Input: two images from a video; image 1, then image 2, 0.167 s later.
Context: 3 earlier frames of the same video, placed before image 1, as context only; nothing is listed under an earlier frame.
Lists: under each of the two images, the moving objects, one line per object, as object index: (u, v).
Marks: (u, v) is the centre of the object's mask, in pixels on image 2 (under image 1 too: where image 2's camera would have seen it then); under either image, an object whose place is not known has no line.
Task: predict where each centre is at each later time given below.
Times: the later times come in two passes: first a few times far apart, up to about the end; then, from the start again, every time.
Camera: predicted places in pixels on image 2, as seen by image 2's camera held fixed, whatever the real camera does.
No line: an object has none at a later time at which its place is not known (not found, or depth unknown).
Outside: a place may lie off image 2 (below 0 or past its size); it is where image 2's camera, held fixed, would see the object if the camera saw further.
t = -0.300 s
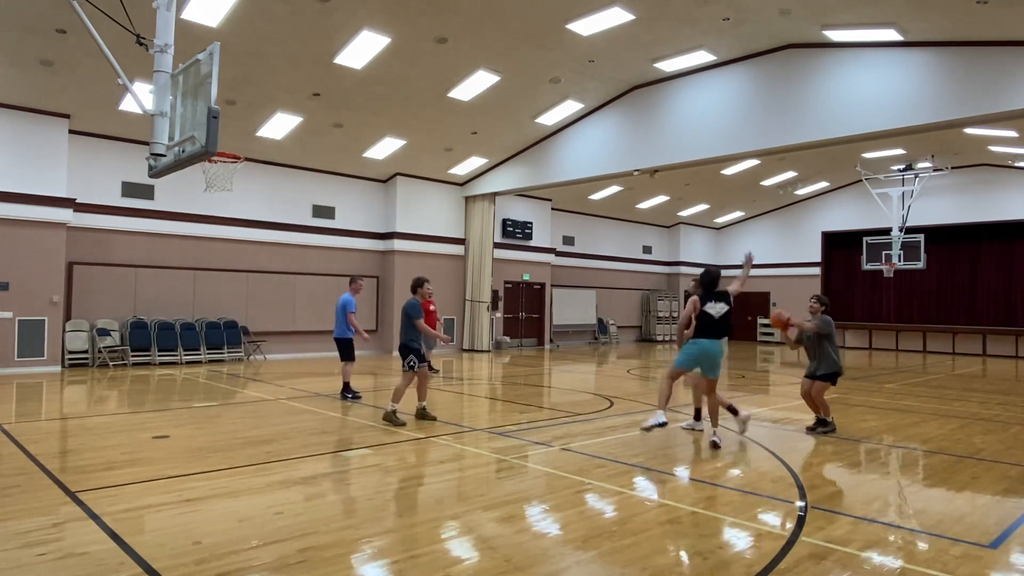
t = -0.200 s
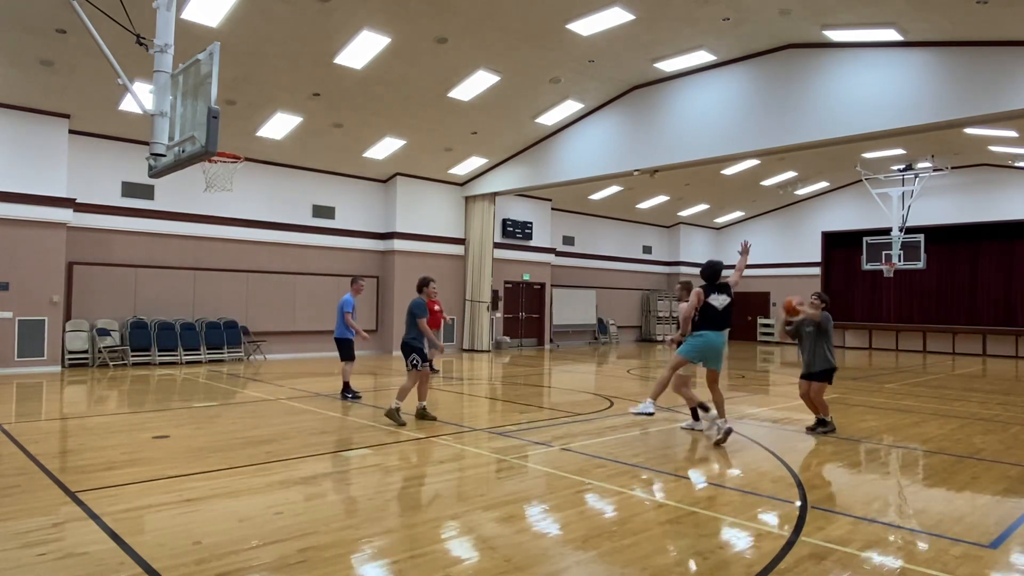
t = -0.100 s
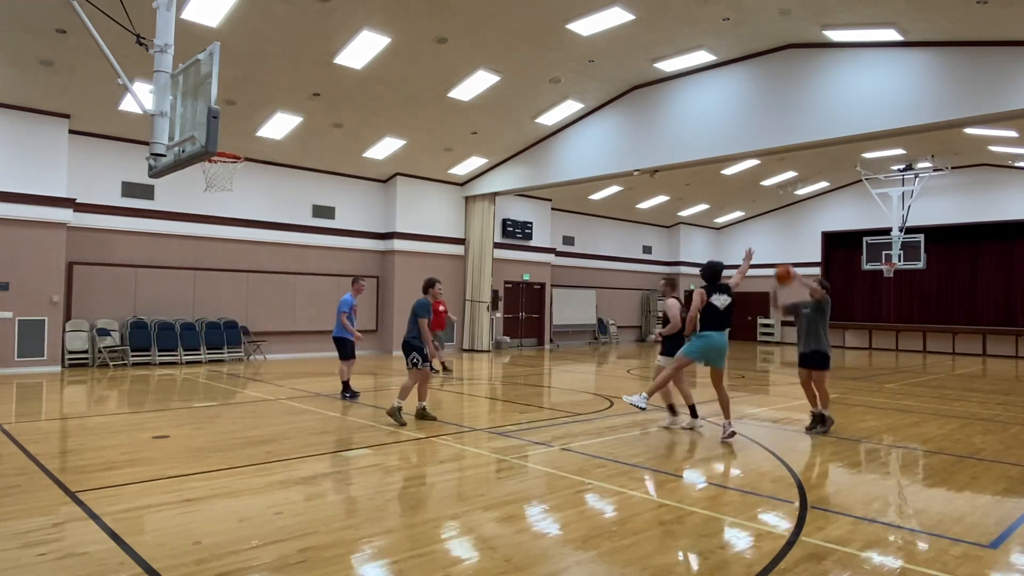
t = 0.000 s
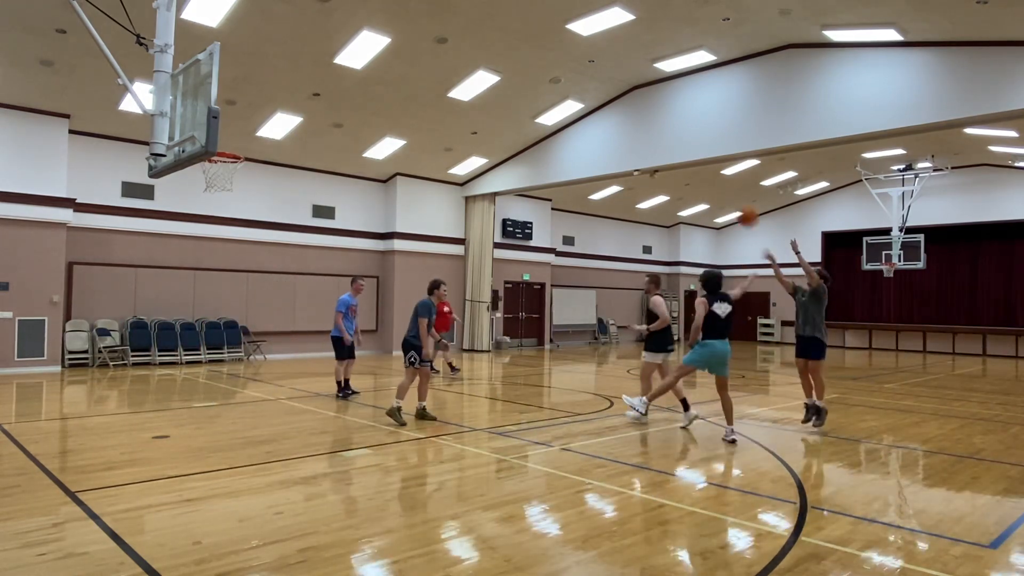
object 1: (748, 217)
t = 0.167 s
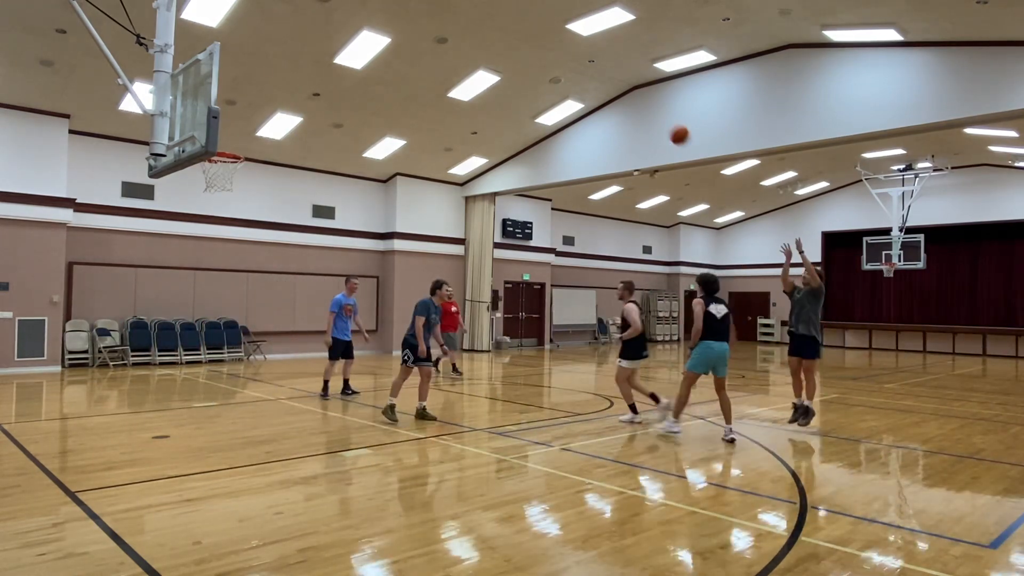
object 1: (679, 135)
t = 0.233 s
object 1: (652, 109)
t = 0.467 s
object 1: (557, 45)
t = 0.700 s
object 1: (458, 24)
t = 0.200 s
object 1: (665, 121)
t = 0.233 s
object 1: (652, 109)
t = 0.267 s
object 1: (639, 97)
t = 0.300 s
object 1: (625, 86)
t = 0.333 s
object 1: (612, 76)
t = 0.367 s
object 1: (598, 67)
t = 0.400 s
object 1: (584, 59)
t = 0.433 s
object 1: (570, 52)
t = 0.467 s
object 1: (557, 45)
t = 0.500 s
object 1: (543, 39)
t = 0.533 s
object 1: (529, 35)
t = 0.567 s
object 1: (515, 30)
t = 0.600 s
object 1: (501, 27)
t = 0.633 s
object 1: (487, 25)
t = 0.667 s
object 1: (473, 24)
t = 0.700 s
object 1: (458, 24)
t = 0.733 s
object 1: (444, 25)
